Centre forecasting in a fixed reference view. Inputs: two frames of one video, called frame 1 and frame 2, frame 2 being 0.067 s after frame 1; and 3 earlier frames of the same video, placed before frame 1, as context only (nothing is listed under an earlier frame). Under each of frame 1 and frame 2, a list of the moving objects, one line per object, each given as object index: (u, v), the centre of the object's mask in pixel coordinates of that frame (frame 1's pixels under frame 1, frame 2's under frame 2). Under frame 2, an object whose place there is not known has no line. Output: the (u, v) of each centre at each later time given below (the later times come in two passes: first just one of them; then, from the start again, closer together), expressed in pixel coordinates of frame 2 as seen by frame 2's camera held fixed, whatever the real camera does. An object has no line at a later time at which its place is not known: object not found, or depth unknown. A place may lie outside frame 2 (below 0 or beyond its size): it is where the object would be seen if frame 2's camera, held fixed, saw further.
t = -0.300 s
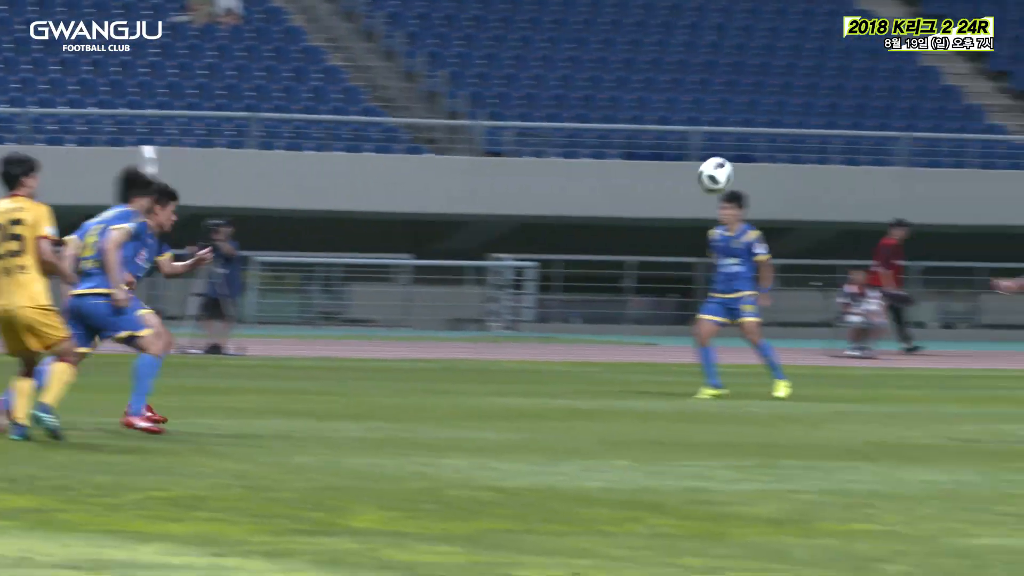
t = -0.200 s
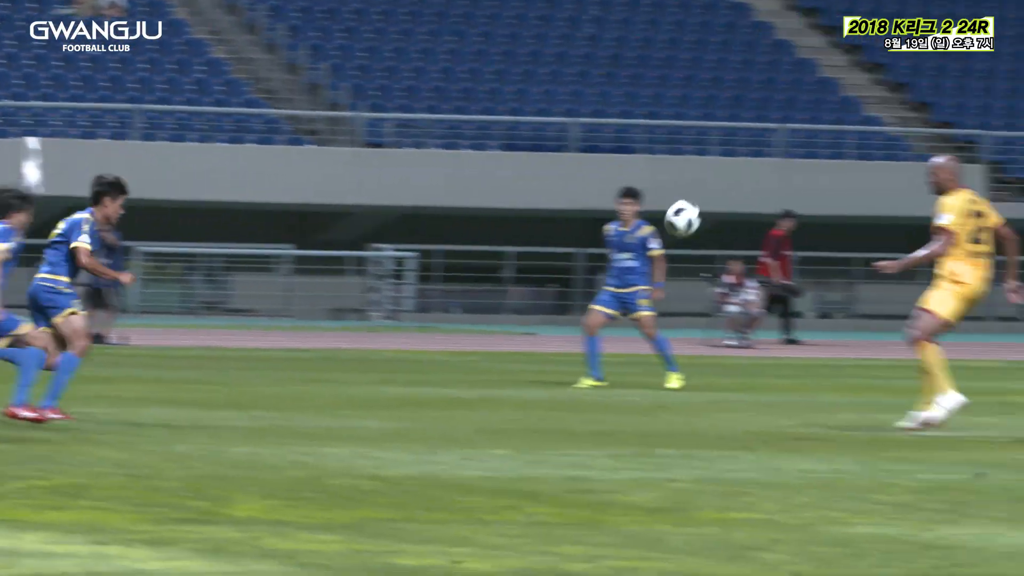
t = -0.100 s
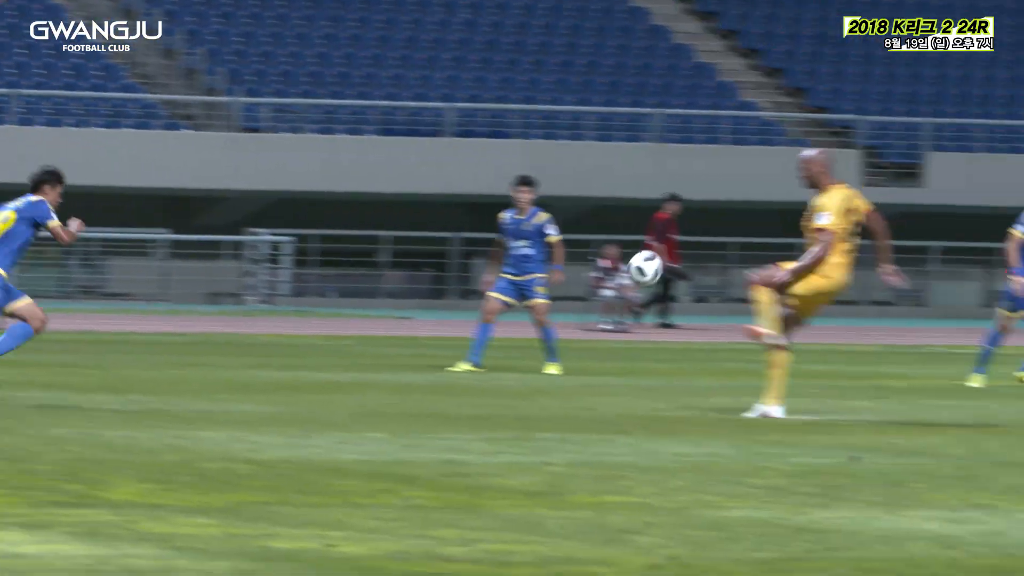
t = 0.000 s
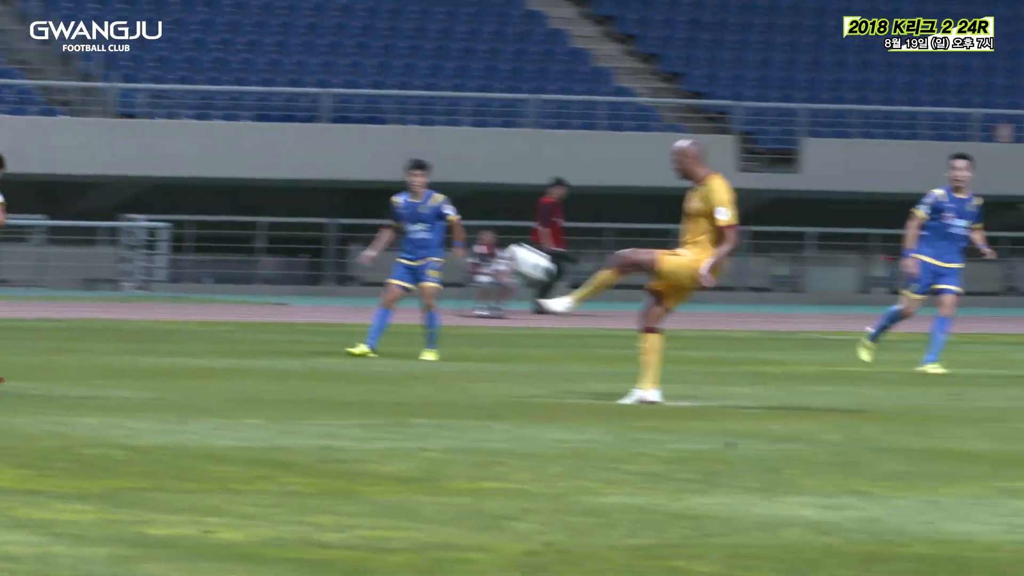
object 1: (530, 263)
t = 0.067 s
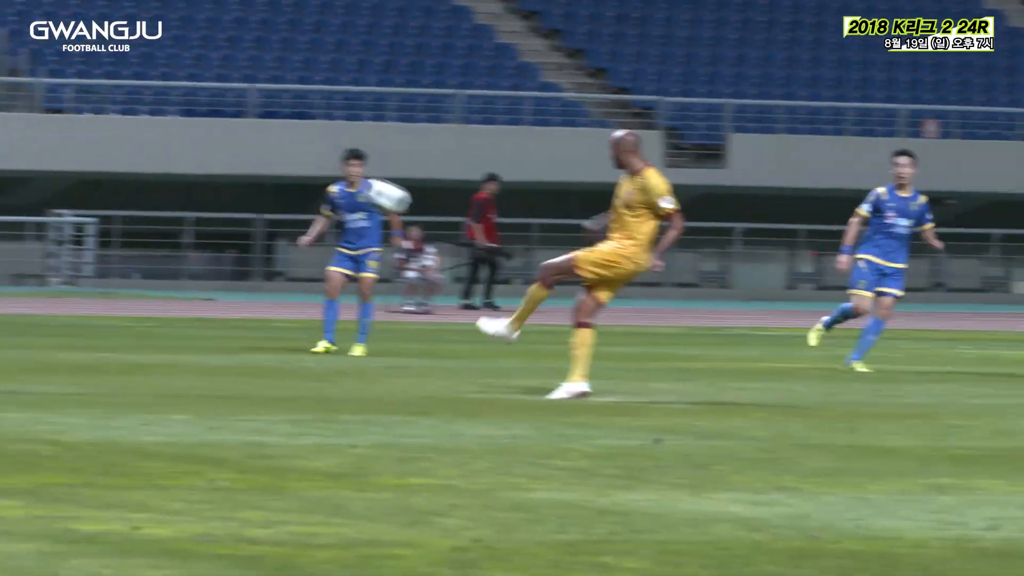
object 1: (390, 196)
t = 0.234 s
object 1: (243, 88)
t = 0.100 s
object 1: (352, 167)
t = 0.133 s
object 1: (322, 145)
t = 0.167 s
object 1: (294, 123)
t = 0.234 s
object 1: (243, 88)
